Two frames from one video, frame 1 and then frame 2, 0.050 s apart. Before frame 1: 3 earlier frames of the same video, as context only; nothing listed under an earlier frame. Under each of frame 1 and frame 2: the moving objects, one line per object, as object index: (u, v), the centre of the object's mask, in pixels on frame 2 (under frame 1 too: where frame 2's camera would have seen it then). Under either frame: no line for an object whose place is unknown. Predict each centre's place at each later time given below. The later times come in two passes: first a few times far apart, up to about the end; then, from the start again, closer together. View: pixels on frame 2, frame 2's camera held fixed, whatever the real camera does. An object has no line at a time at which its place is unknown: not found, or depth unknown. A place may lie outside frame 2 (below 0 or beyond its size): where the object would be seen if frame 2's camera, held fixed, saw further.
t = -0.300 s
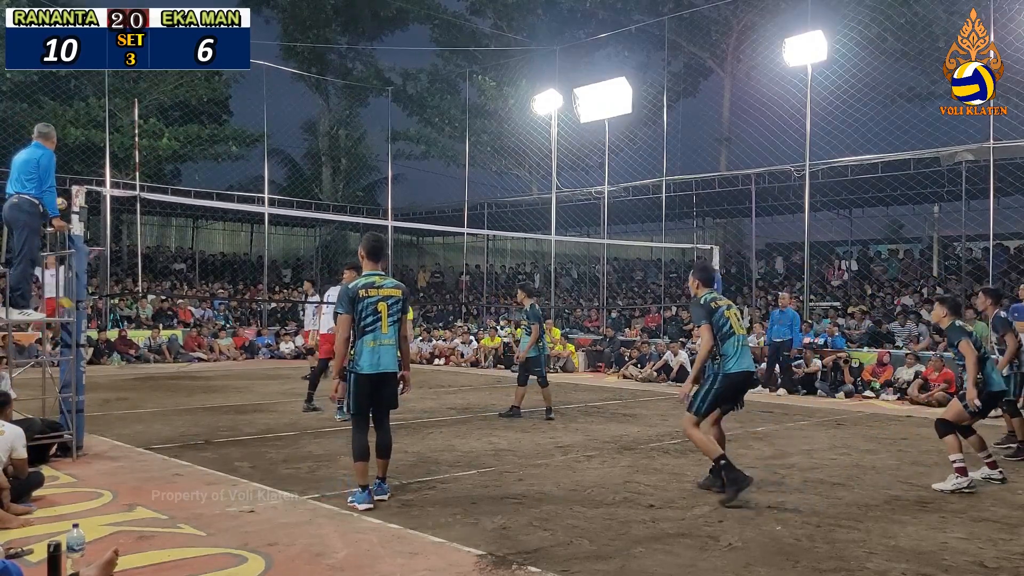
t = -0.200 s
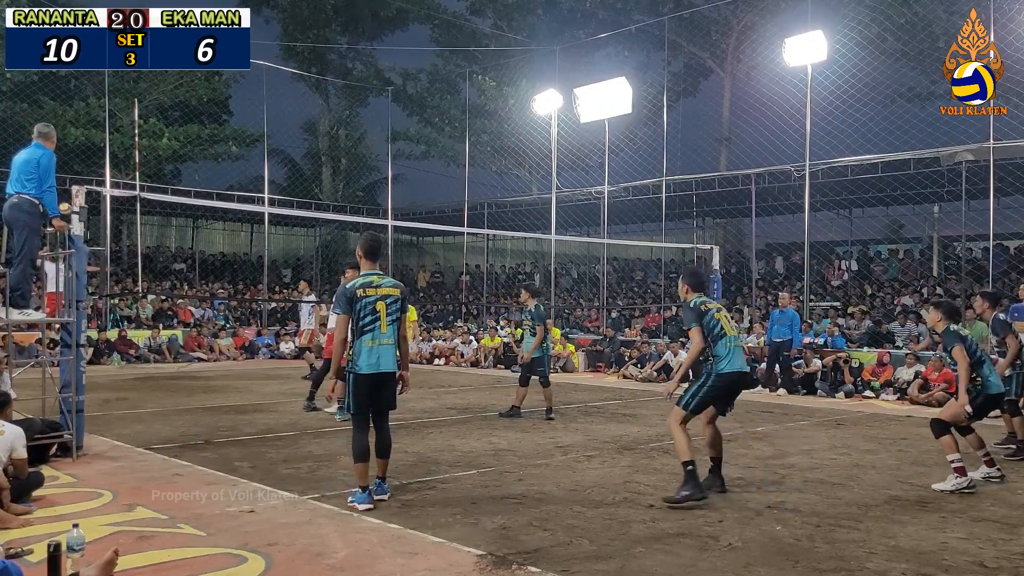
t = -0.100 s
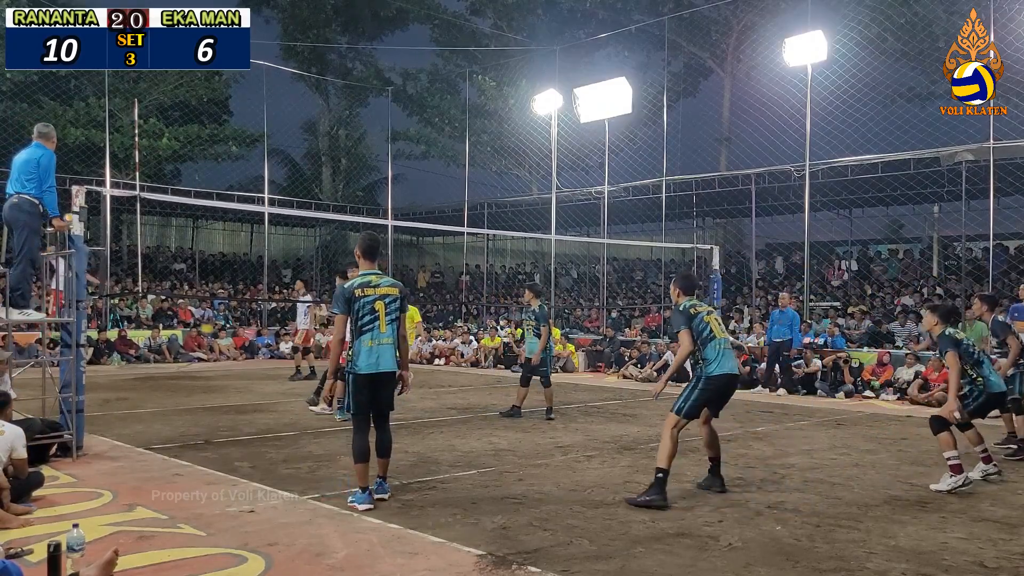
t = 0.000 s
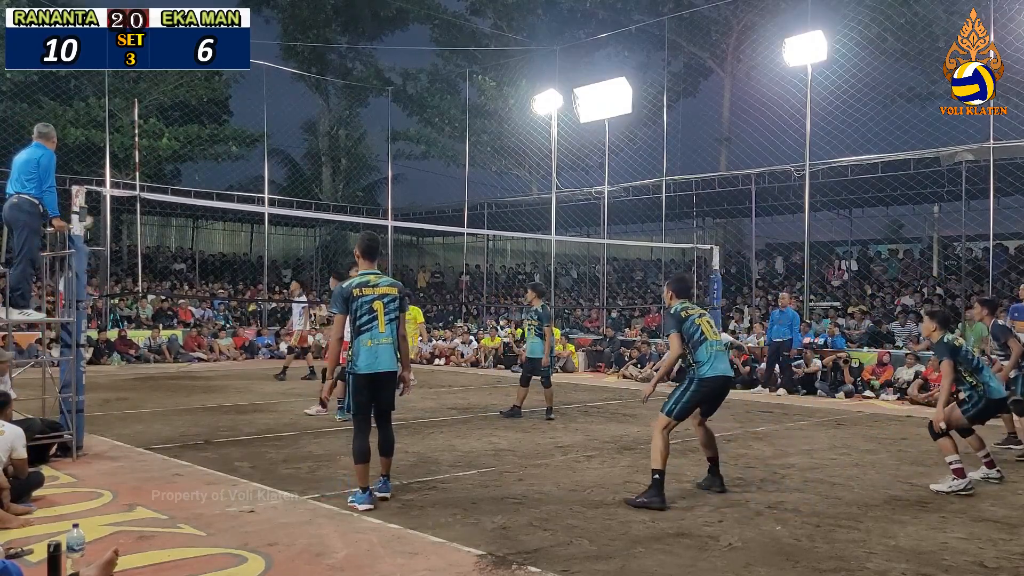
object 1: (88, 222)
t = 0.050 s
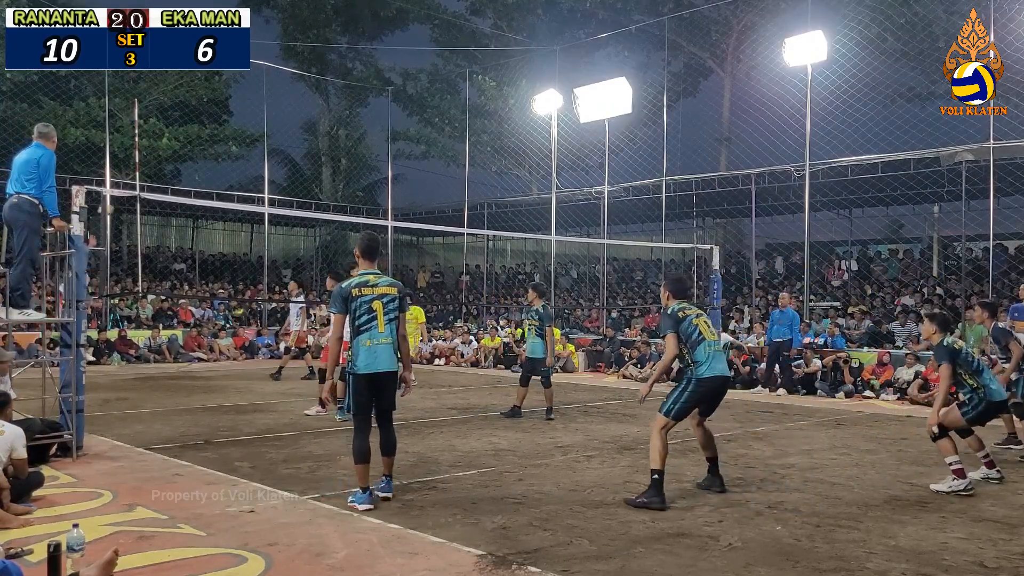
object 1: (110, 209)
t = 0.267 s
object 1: (199, 166)
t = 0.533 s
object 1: (336, 145)
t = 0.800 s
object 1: (502, 171)
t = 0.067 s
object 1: (114, 206)
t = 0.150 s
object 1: (147, 186)
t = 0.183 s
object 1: (161, 180)
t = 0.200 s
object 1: (169, 177)
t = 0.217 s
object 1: (176, 174)
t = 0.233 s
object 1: (184, 171)
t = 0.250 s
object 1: (191, 168)
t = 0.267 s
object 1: (199, 166)
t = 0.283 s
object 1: (206, 163)
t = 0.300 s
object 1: (214, 161)
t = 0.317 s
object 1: (222, 159)
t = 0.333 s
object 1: (230, 157)
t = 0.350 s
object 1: (239, 154)
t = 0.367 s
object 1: (247, 153)
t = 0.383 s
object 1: (255, 152)
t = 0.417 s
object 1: (273, 149)
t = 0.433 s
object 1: (281, 148)
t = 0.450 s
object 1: (290, 147)
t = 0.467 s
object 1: (299, 147)
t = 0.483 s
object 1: (308, 146)
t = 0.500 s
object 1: (317, 146)
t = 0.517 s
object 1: (326, 145)
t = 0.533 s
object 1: (336, 145)
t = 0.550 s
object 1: (345, 145)
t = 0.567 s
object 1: (355, 145)
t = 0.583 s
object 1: (365, 146)
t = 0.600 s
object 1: (375, 146)
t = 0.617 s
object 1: (385, 147)
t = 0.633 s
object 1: (395, 148)
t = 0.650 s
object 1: (405, 149)
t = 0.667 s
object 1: (415, 151)
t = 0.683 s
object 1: (425, 152)
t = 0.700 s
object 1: (436, 154)
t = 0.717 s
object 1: (447, 156)
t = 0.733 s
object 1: (457, 159)
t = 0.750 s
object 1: (469, 162)
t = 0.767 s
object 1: (480, 165)
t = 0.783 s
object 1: (492, 168)
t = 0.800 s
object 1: (502, 171)
